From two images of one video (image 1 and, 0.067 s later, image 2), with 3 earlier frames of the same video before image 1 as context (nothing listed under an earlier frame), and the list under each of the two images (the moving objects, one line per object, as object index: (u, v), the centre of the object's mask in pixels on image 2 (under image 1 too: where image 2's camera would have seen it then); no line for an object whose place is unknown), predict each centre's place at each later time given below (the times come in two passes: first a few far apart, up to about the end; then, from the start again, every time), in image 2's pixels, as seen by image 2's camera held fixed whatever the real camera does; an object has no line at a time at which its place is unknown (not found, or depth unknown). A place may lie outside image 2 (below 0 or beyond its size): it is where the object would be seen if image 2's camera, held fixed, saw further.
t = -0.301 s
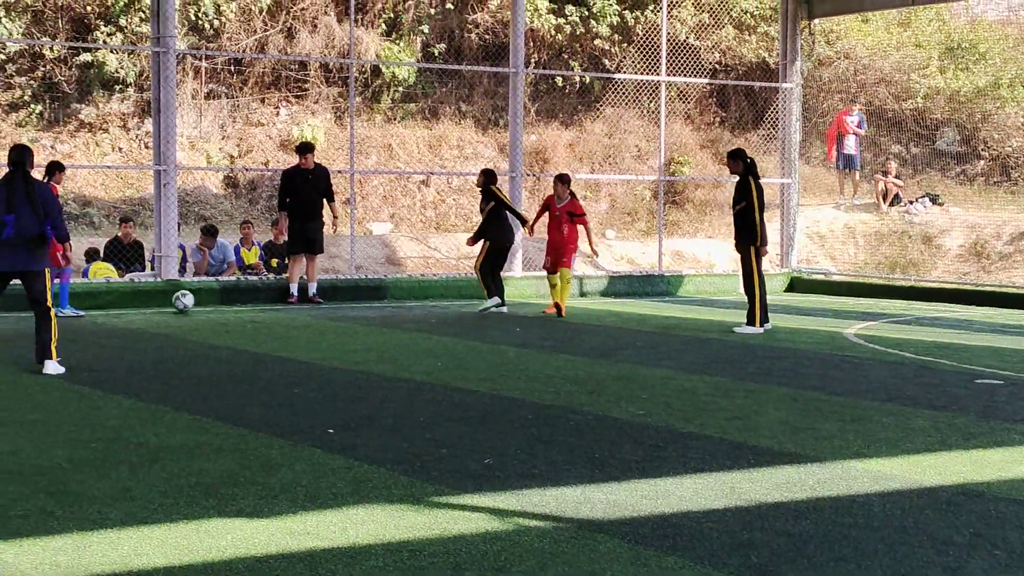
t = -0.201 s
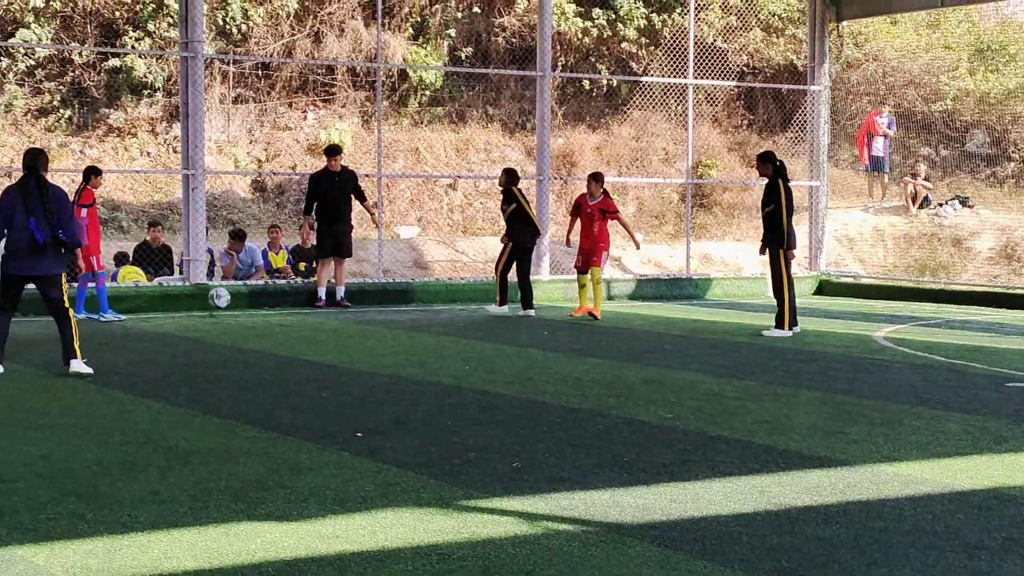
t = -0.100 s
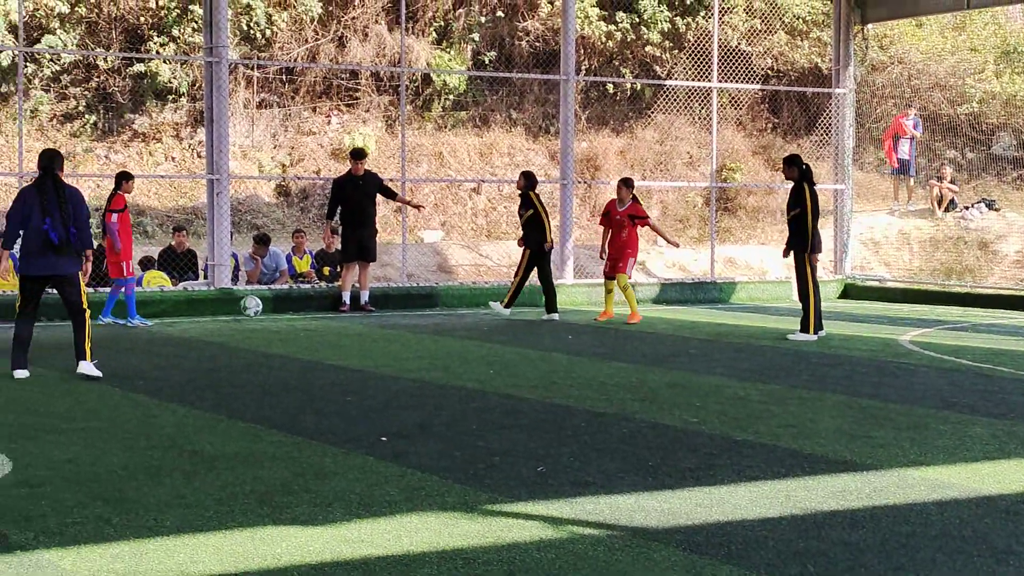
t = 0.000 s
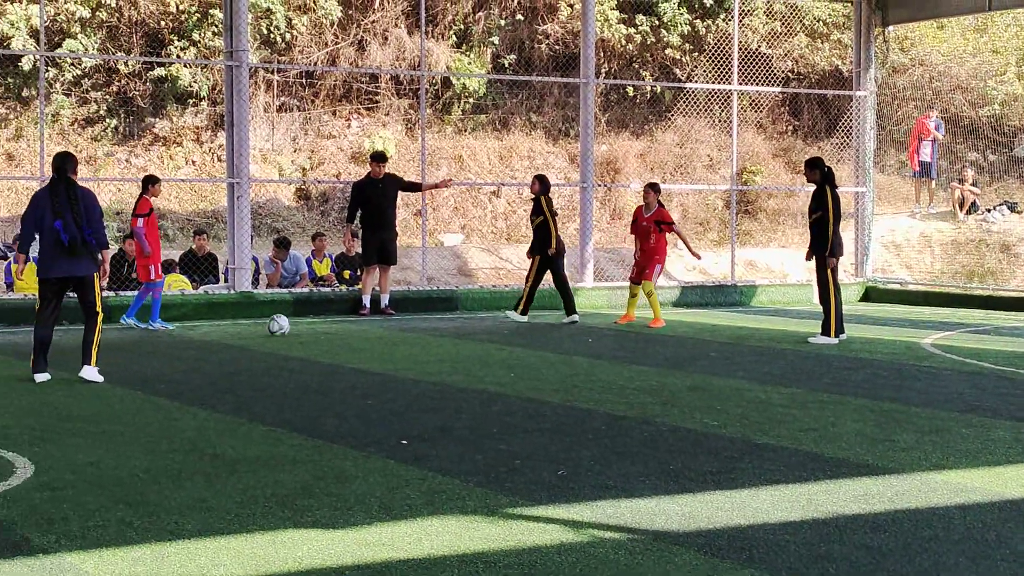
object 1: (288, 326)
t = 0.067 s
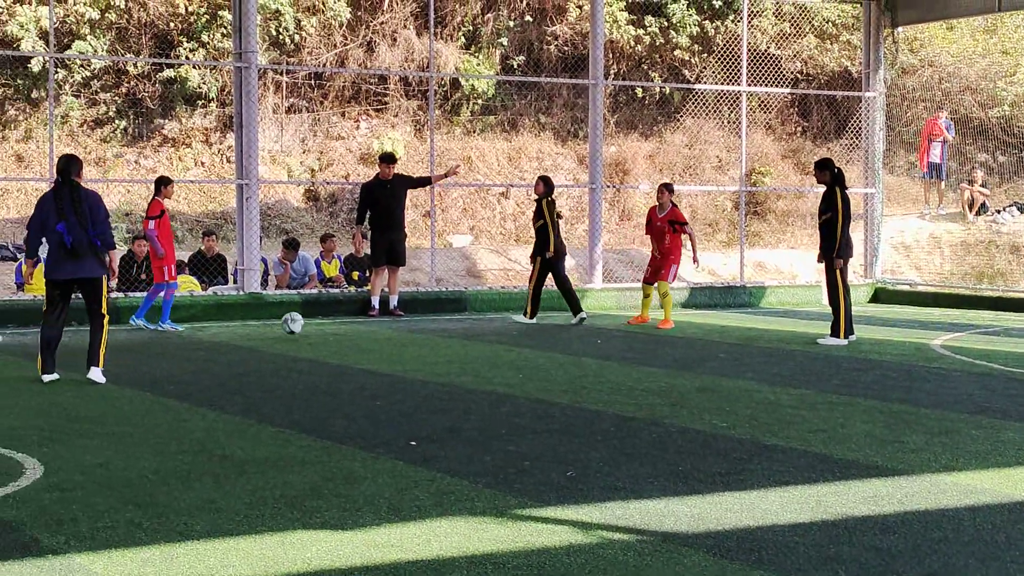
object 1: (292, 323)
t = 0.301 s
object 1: (308, 331)
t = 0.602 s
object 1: (330, 341)
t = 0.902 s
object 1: (353, 352)
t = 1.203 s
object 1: (379, 364)
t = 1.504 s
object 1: (408, 374)
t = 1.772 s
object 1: (437, 384)
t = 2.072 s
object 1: (474, 398)
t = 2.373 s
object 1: (513, 412)
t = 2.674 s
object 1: (555, 430)
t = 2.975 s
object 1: (602, 449)
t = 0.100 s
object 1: (294, 324)
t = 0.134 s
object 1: (296, 325)
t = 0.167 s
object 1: (299, 328)
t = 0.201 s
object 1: (302, 331)
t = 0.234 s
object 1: (304, 332)
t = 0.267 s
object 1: (306, 331)
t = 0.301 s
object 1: (308, 331)
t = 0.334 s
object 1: (311, 332)
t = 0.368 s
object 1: (314, 335)
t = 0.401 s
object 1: (315, 338)
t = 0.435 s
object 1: (318, 338)
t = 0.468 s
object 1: (320, 338)
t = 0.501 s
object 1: (323, 339)
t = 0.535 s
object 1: (325, 342)
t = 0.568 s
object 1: (327, 341)
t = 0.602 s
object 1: (330, 341)
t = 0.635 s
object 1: (333, 341)
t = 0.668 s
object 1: (335, 343)
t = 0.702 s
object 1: (337, 347)
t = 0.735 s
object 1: (339, 348)
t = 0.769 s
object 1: (342, 347)
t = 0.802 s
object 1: (345, 348)
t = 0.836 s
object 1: (348, 350)
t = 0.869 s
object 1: (351, 353)
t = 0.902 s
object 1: (353, 352)
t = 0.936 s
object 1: (356, 353)
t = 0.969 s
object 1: (359, 354)
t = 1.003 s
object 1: (362, 356)
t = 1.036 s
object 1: (365, 358)
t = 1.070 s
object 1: (367, 359)
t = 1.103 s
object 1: (370, 361)
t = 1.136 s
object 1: (373, 362)
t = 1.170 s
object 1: (376, 363)
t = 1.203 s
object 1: (379, 364)
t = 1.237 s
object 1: (382, 365)
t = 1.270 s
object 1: (385, 366)
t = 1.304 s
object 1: (388, 367)
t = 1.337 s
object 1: (391, 369)
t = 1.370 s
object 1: (395, 369)
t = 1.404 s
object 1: (398, 371)
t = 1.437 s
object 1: (401, 372)
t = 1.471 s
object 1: (405, 373)
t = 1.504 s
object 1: (408, 374)
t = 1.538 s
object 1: (412, 376)
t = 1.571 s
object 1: (415, 377)
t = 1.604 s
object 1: (419, 378)
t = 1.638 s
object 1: (422, 380)
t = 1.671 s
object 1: (426, 380)
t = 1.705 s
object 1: (429, 382)
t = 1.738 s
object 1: (433, 383)
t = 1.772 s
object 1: (437, 384)
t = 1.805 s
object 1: (441, 386)
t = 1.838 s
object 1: (446, 387)
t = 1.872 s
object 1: (449, 389)
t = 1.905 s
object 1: (453, 390)
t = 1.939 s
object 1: (456, 391)
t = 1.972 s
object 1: (460, 393)
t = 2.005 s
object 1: (465, 394)
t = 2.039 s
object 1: (469, 396)
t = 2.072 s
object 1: (474, 398)
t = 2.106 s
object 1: (478, 399)
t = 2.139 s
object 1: (482, 400)
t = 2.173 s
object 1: (486, 402)
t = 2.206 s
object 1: (490, 404)
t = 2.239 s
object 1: (495, 405)
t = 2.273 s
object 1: (499, 407)
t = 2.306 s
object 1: (504, 409)
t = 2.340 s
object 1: (508, 411)
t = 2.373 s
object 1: (513, 412)
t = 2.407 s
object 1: (517, 414)
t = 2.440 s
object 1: (522, 416)
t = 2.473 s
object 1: (526, 418)
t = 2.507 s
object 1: (532, 420)
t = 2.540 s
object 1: (536, 422)
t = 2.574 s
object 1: (542, 424)
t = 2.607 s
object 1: (547, 425)
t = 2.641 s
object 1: (551, 428)
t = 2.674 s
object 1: (555, 430)
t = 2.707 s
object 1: (560, 432)
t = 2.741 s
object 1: (565, 435)
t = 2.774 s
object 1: (571, 435)
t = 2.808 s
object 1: (577, 438)
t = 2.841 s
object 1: (582, 440)
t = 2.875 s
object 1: (587, 442)
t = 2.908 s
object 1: (592, 444)
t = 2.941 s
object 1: (597, 447)
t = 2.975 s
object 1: (602, 449)
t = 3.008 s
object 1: (608, 450)
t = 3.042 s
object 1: (613, 454)
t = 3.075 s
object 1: (619, 457)
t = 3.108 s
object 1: (625, 459)
